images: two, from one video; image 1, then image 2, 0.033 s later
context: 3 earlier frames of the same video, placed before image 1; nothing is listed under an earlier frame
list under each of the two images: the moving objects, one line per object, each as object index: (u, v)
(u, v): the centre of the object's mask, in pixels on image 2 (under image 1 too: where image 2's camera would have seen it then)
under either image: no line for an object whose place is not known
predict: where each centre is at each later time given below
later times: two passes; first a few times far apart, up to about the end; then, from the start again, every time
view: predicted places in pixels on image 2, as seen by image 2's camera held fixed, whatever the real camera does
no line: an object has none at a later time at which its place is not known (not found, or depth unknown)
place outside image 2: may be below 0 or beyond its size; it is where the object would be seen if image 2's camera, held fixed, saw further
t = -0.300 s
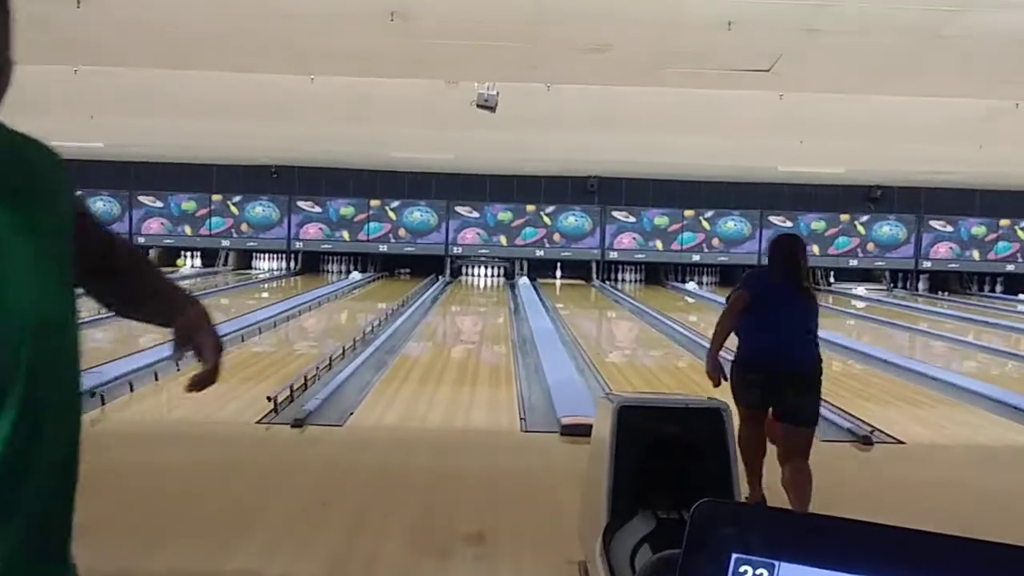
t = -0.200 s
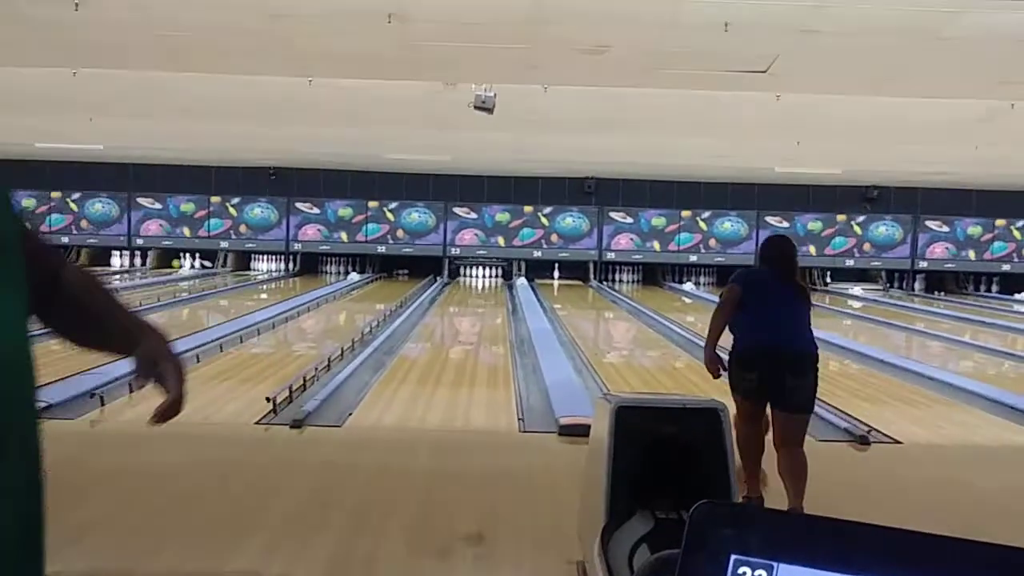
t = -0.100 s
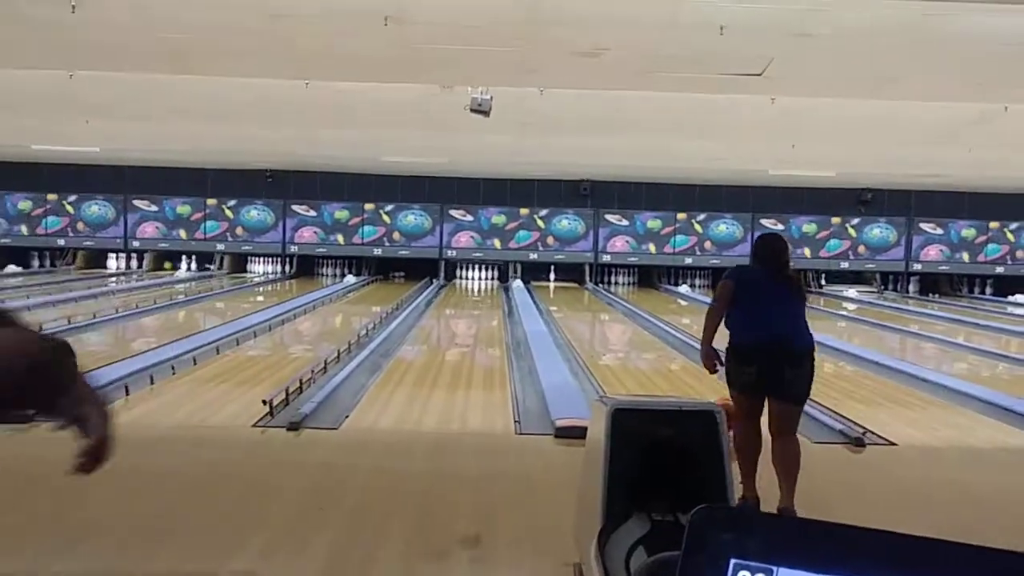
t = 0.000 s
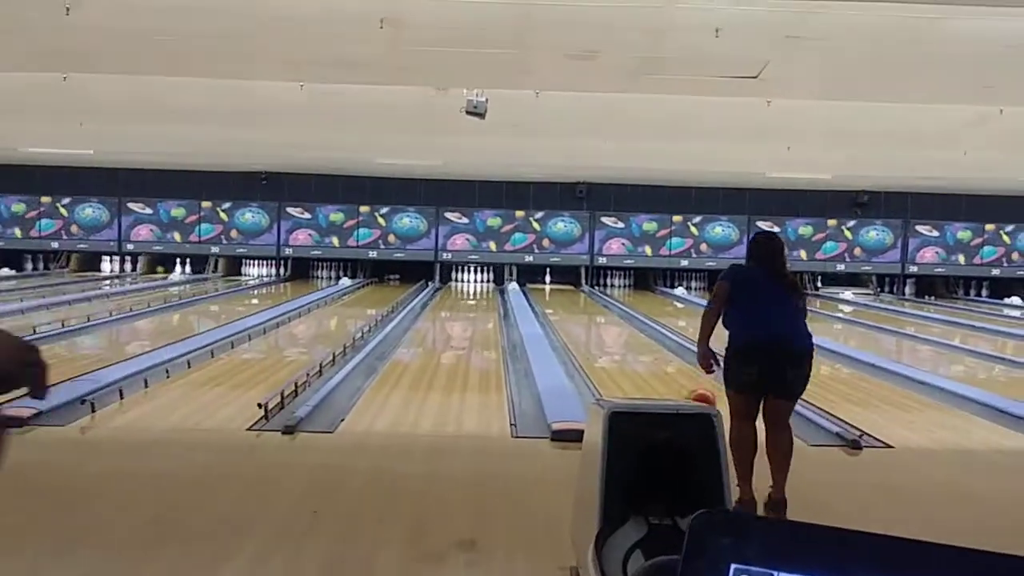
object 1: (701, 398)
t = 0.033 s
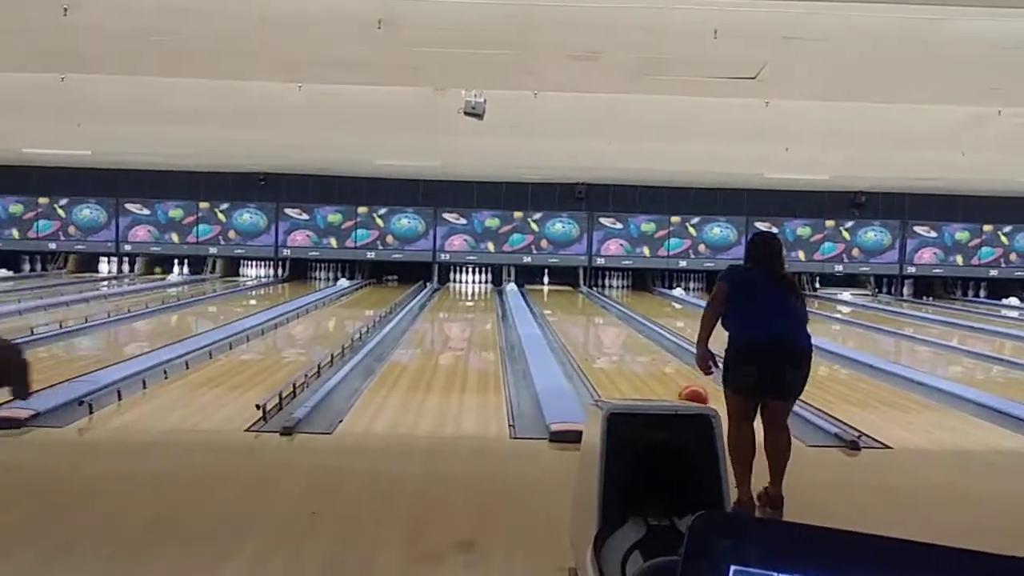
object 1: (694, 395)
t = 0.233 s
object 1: (664, 377)
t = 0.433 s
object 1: (642, 360)
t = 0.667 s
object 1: (620, 345)
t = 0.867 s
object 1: (606, 335)
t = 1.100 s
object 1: (593, 324)
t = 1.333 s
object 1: (583, 315)
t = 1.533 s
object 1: (577, 310)
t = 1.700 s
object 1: (572, 305)
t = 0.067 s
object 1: (688, 392)
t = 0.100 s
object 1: (683, 389)
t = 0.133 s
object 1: (678, 387)
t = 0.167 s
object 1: (673, 384)
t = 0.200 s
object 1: (669, 380)
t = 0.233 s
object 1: (664, 377)
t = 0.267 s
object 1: (660, 374)
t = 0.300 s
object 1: (656, 371)
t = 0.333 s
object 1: (652, 368)
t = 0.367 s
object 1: (648, 365)
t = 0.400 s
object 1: (645, 363)
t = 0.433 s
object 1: (642, 360)
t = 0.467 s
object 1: (638, 358)
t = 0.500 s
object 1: (635, 356)
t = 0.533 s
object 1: (632, 354)
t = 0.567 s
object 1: (629, 351)
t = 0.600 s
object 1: (626, 349)
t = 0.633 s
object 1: (623, 347)
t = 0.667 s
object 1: (620, 345)
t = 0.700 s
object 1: (618, 343)
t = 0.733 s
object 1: (615, 341)
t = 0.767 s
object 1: (613, 339)
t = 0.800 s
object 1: (611, 338)
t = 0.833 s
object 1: (608, 336)
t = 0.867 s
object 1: (606, 335)
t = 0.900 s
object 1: (605, 333)
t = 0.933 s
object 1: (602, 332)
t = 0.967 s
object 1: (600, 330)
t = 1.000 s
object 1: (598, 328)
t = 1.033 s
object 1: (596, 327)
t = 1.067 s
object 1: (595, 326)
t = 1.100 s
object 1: (593, 324)
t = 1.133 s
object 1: (591, 322)
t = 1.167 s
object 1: (590, 321)
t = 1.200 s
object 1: (589, 320)
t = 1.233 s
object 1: (587, 319)
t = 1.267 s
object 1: (586, 318)
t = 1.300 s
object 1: (584, 317)
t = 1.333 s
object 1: (583, 315)
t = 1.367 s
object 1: (582, 314)
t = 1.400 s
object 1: (581, 313)
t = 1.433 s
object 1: (579, 313)
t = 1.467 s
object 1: (579, 312)
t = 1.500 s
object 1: (578, 311)
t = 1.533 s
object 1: (577, 310)
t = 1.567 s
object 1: (576, 309)
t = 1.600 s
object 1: (575, 308)
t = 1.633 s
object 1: (574, 307)
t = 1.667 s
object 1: (572, 306)
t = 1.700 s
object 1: (572, 305)
